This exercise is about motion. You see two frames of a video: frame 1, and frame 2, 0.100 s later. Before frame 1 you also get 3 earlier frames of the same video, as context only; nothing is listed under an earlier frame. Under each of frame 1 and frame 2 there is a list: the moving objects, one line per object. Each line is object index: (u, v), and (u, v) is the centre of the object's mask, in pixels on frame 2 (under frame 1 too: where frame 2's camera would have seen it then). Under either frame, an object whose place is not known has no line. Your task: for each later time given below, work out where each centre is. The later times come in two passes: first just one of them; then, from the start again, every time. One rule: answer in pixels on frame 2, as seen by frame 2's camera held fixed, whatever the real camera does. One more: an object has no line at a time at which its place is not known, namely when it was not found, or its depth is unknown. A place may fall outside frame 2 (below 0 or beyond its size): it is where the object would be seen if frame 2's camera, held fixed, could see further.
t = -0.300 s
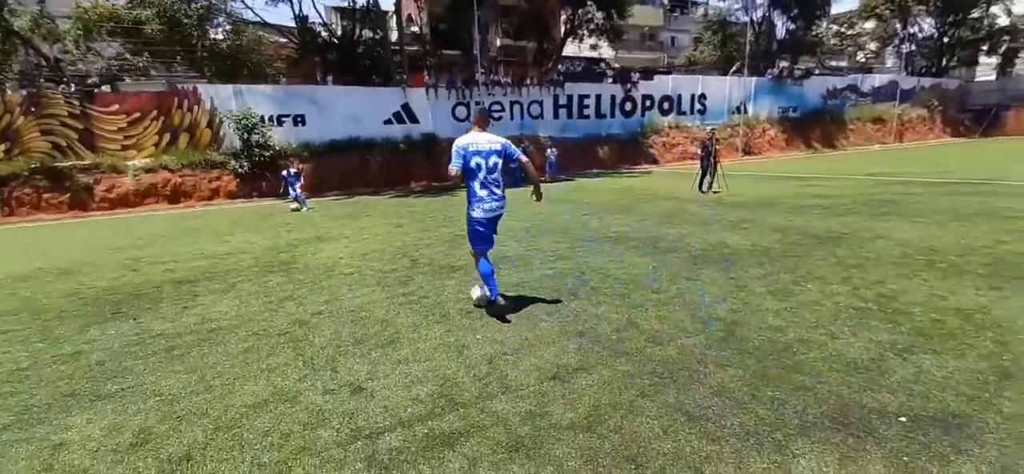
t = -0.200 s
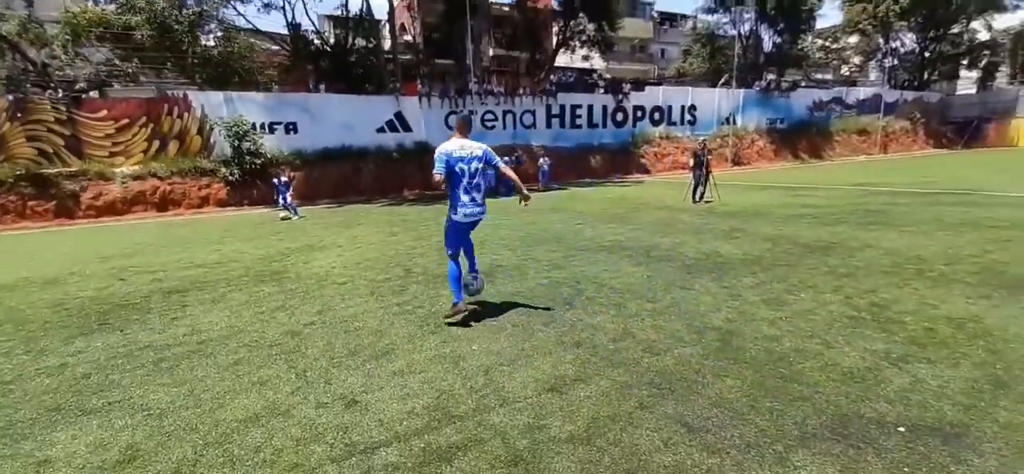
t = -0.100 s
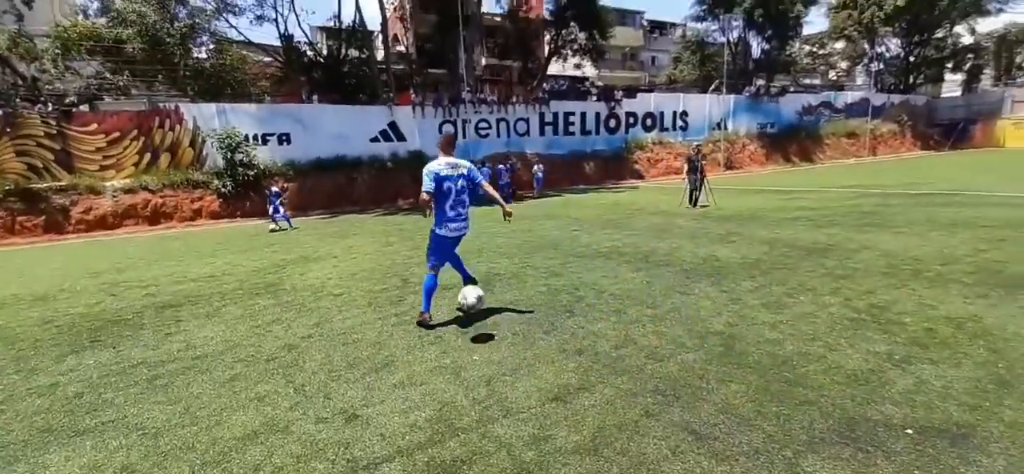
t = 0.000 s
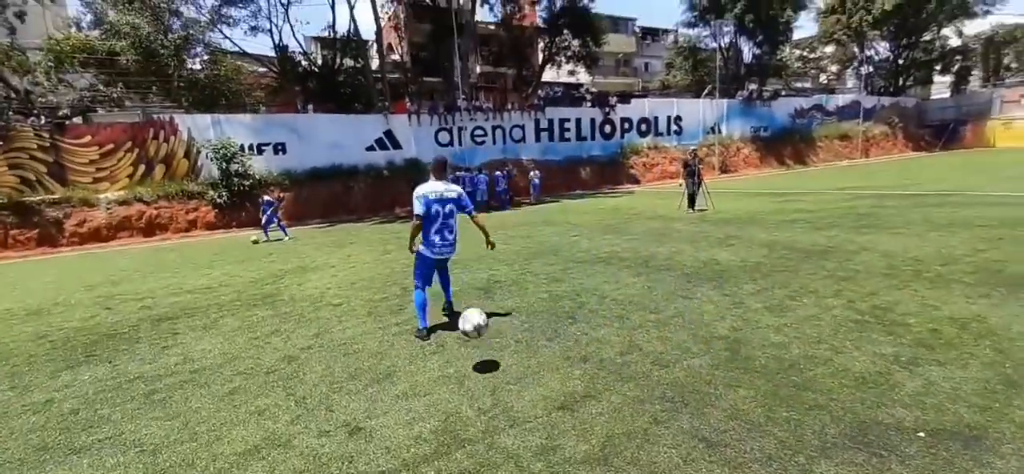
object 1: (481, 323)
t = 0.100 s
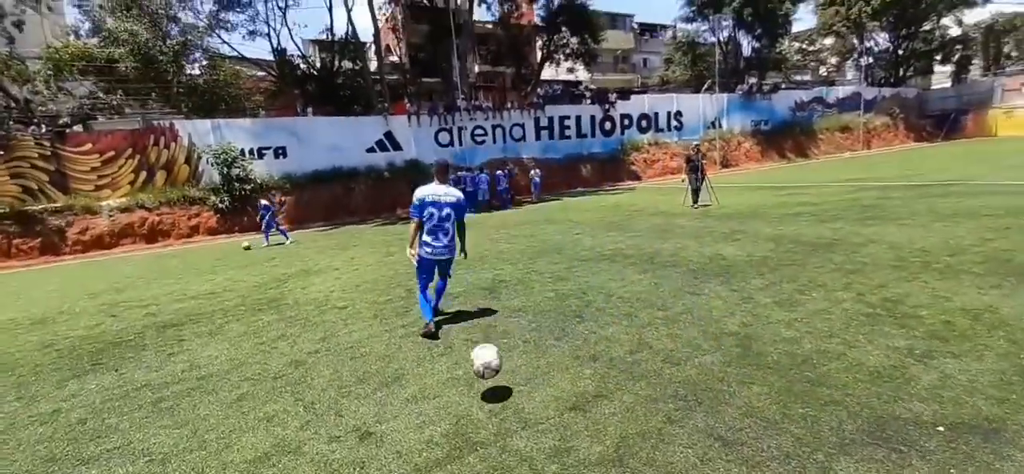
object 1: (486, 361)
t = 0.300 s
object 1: (487, 396)
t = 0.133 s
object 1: (488, 378)
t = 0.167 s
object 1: (490, 400)
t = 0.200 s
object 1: (490, 409)
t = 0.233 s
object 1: (489, 402)
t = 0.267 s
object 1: (488, 398)
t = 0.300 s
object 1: (487, 396)
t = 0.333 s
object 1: (486, 394)
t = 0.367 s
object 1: (484, 395)
